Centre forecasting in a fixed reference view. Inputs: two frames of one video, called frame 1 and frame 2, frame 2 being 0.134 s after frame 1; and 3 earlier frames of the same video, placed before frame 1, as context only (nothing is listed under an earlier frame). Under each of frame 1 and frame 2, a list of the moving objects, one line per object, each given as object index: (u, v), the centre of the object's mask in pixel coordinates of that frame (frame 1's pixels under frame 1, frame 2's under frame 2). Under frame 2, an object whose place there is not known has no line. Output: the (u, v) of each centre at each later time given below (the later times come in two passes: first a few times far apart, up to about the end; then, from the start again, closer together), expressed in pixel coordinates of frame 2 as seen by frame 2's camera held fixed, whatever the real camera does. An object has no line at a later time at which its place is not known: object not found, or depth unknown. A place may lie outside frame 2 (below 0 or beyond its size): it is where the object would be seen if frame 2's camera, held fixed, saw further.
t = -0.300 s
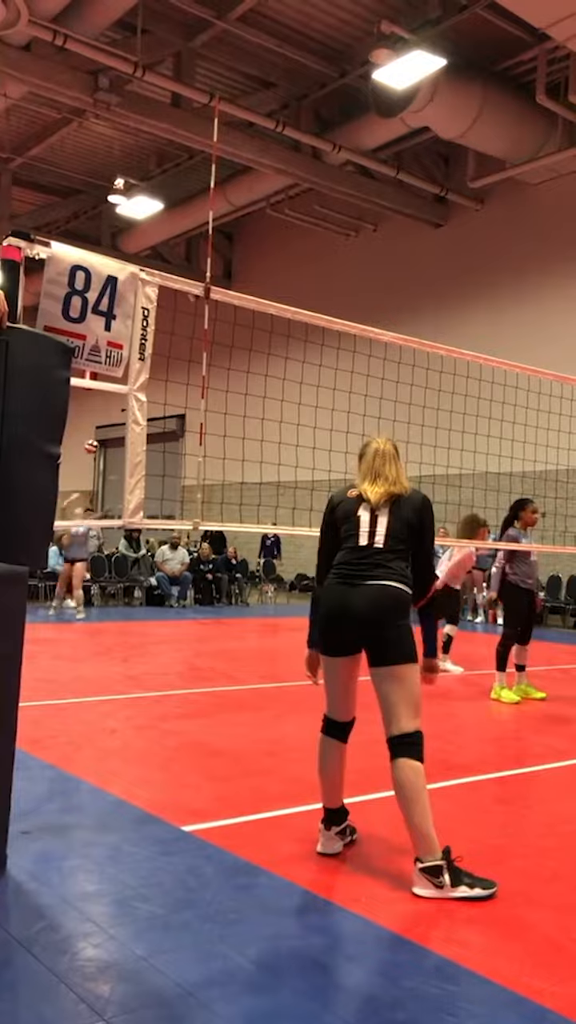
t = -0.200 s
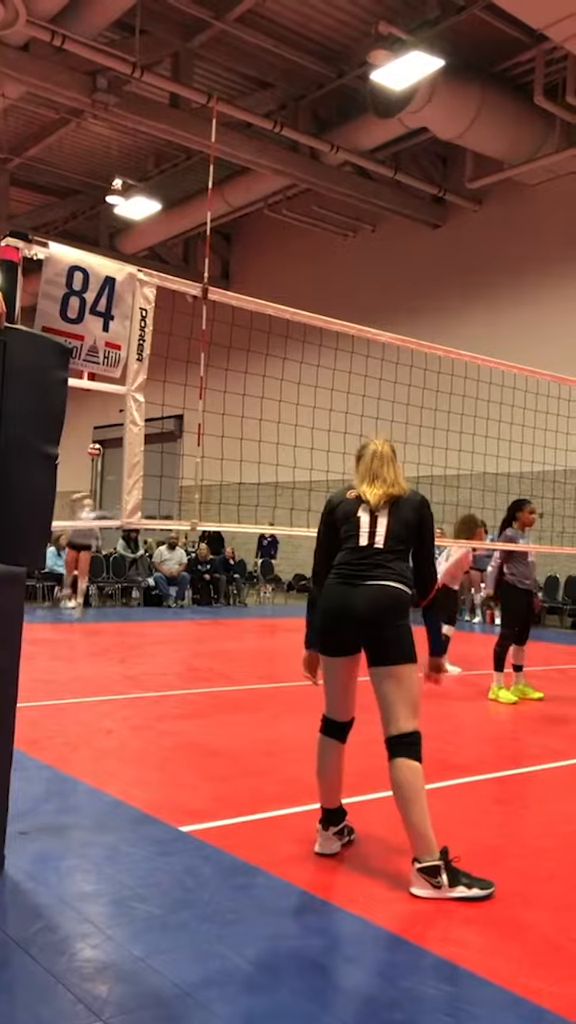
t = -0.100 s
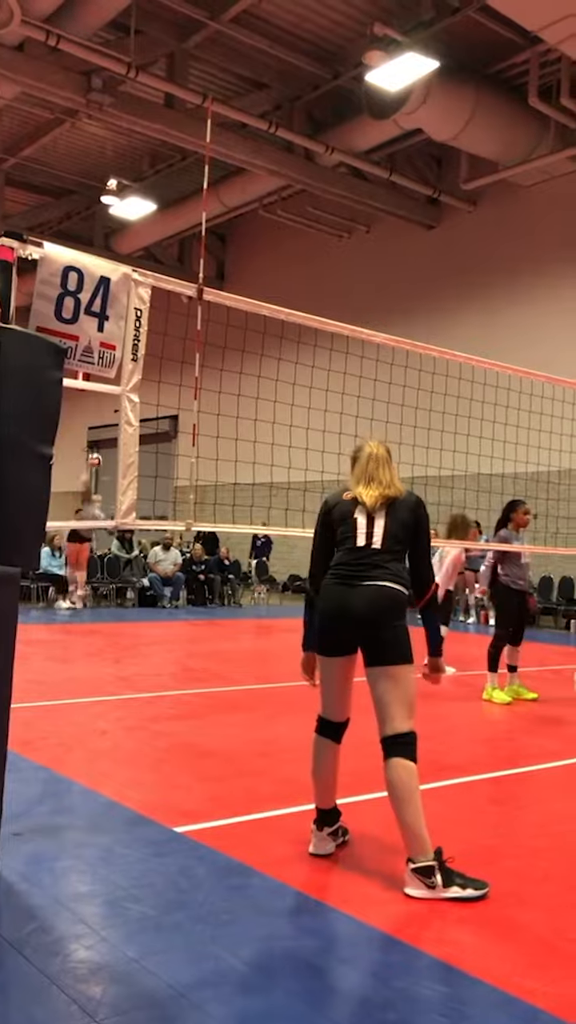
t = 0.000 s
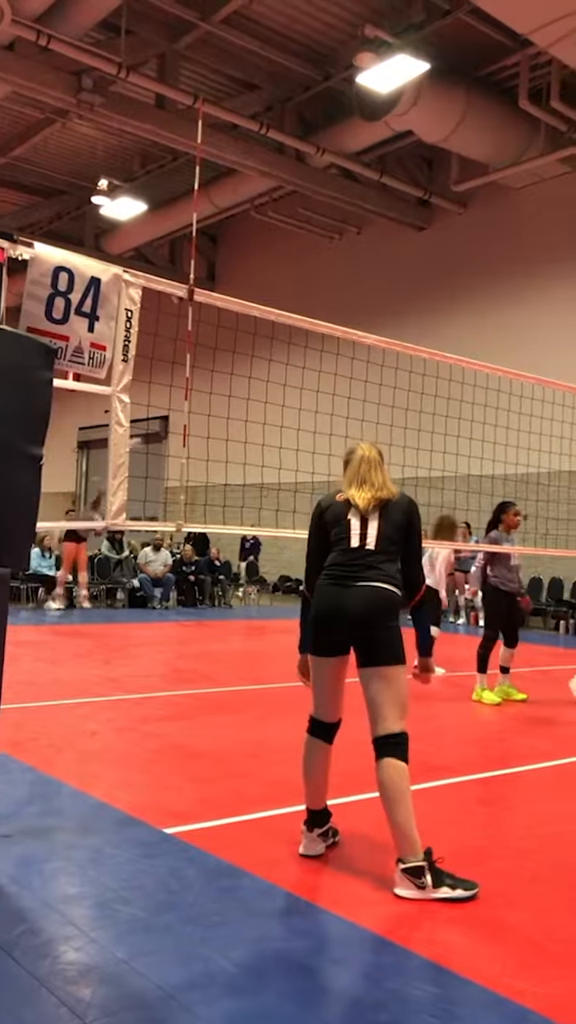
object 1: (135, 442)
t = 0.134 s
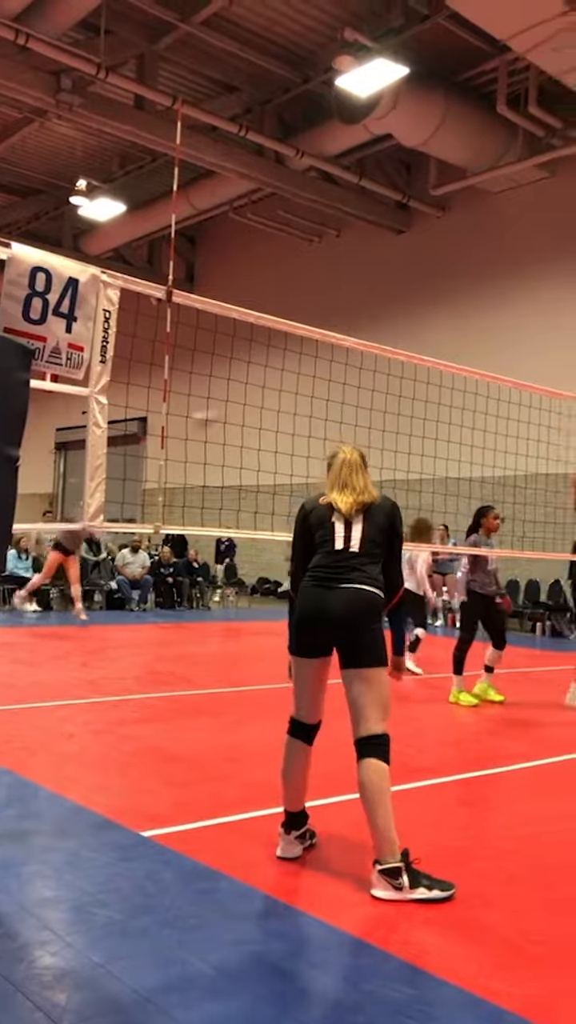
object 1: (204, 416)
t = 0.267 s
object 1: (326, 395)
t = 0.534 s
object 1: (732, 391)
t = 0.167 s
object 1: (232, 412)
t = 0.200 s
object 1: (263, 406)
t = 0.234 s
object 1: (293, 401)
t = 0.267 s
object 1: (326, 395)
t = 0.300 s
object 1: (361, 393)
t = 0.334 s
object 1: (401, 390)
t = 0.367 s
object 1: (443, 388)
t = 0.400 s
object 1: (486, 388)
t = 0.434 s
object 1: (541, 383)
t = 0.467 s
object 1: (598, 386)
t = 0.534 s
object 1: (732, 391)
